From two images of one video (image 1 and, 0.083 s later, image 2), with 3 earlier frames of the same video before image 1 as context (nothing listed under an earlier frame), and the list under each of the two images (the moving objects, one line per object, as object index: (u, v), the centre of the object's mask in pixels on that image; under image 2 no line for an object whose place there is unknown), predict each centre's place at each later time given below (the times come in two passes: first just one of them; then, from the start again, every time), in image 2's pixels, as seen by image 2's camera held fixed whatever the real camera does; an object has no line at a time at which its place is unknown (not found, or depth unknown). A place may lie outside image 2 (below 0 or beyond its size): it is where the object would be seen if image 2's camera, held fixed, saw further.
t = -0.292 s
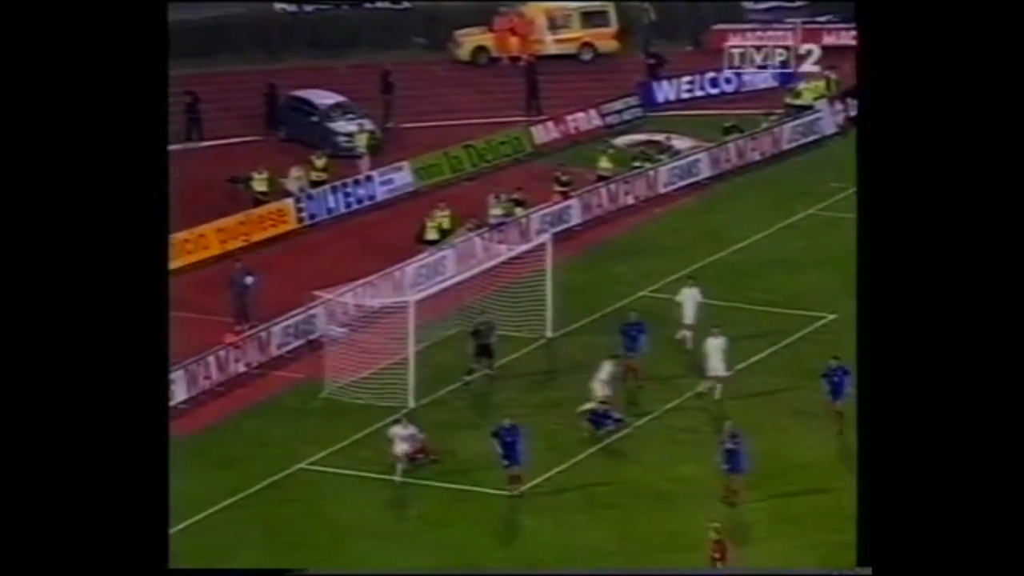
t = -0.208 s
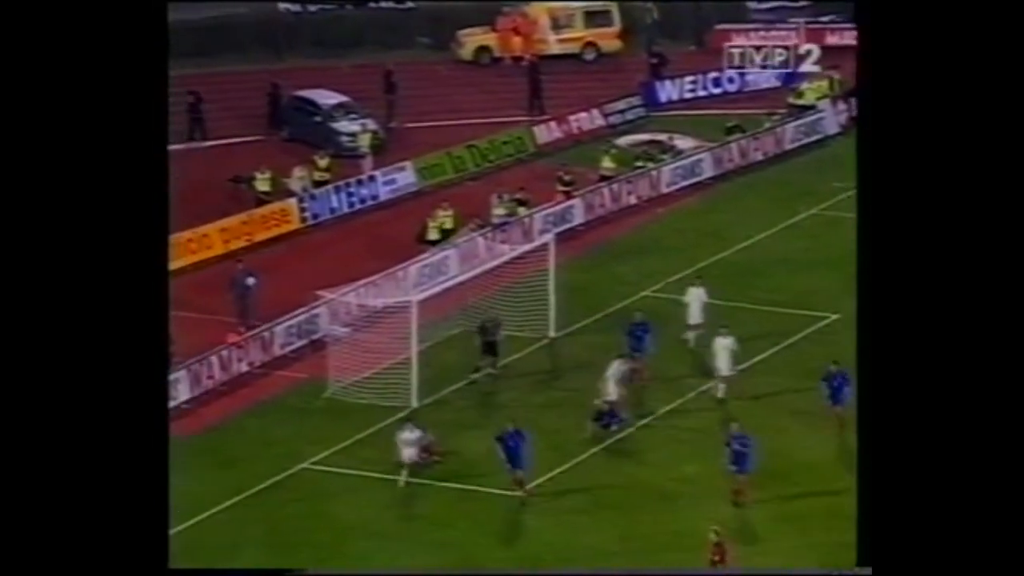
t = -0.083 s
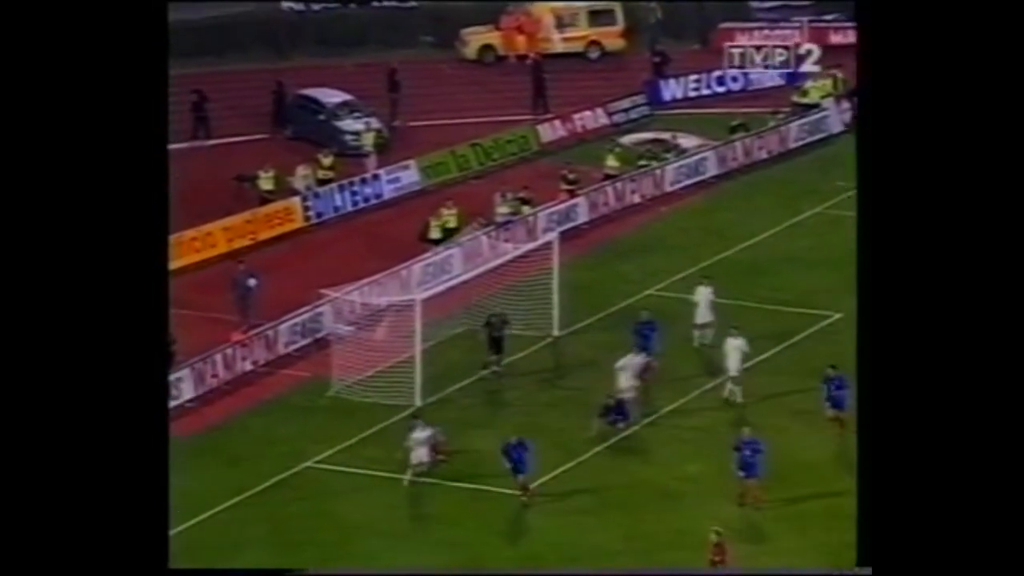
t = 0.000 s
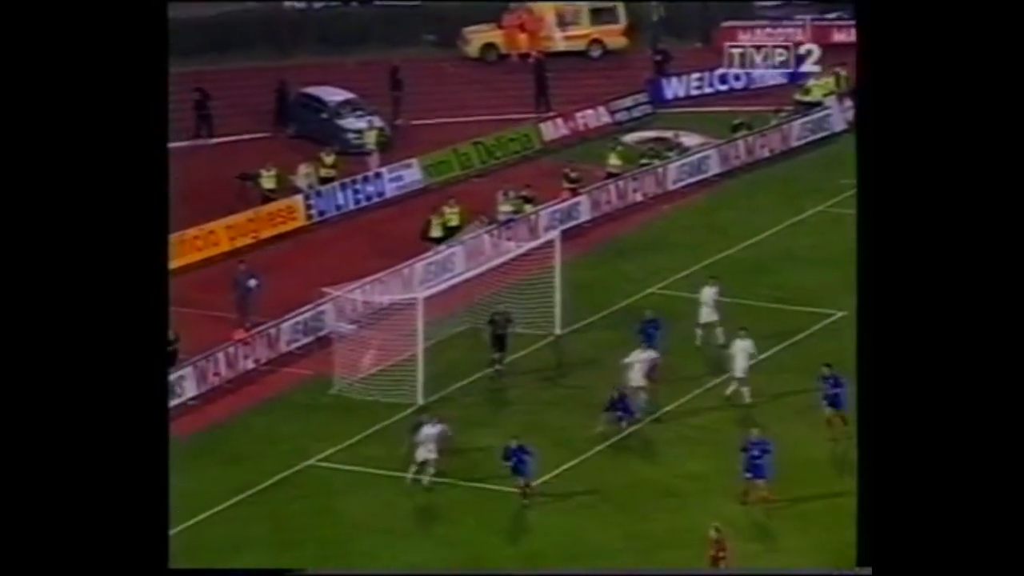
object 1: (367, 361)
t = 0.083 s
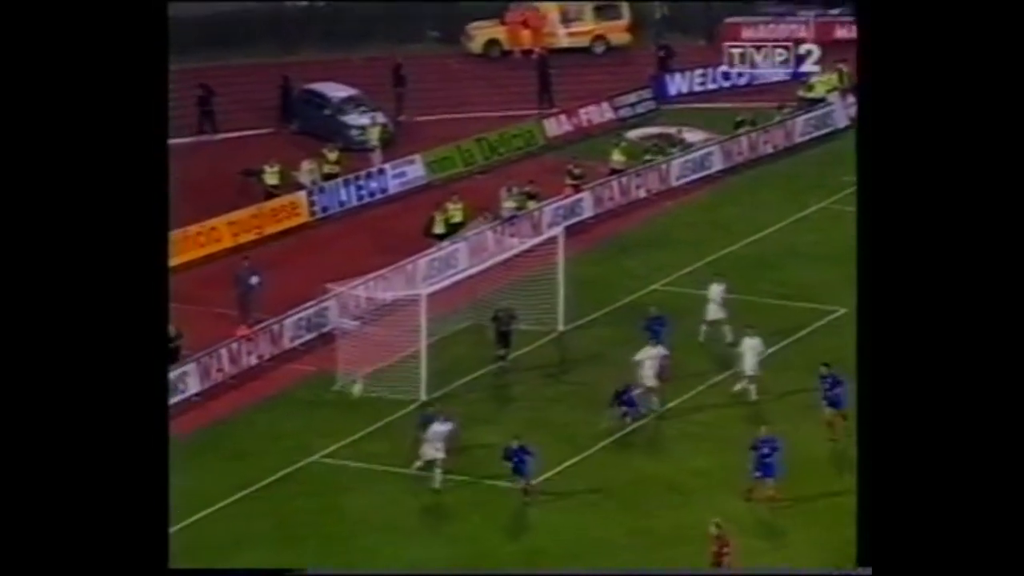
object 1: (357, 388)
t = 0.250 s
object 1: (327, 465)
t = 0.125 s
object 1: (350, 406)
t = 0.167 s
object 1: (342, 424)
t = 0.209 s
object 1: (335, 443)
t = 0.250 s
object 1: (327, 465)
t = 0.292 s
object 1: (320, 486)
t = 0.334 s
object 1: (312, 510)
